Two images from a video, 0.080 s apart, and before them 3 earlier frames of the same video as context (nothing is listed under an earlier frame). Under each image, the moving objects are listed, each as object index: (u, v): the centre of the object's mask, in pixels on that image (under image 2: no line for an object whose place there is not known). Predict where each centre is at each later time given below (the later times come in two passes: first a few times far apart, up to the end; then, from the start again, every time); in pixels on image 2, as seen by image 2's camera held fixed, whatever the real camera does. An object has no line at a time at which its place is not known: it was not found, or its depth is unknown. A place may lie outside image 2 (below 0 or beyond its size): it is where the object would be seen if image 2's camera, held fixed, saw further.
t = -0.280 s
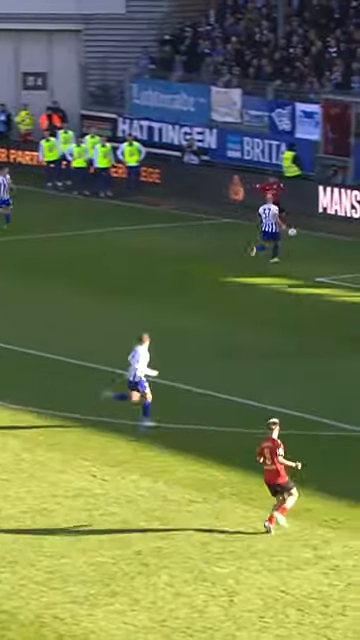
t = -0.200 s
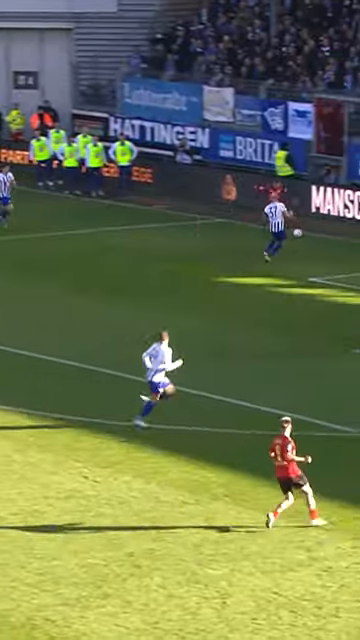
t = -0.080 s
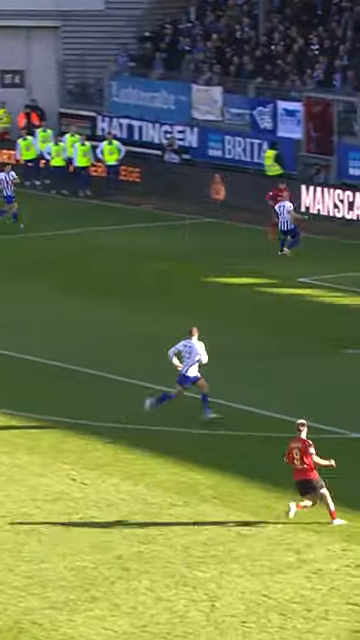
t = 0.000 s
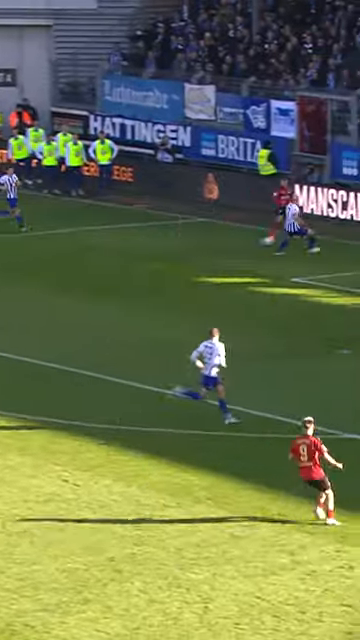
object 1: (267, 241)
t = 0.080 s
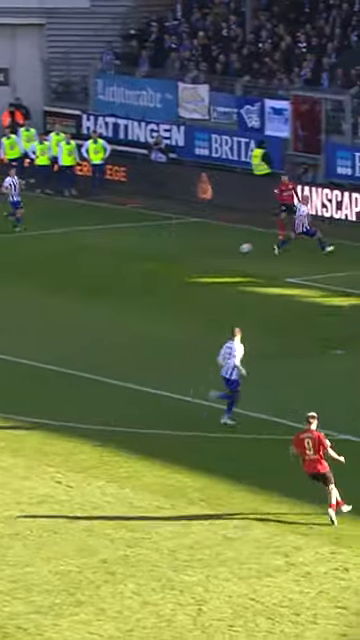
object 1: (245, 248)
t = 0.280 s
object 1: (202, 262)
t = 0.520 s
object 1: (155, 277)
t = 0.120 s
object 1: (236, 252)
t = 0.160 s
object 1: (227, 254)
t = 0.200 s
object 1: (219, 257)
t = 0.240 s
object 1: (211, 259)
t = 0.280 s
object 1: (202, 262)
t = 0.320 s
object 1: (194, 265)
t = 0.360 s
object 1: (186, 268)
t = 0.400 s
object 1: (178, 270)
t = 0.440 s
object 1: (171, 272)
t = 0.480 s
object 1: (163, 276)
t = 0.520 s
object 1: (155, 277)
